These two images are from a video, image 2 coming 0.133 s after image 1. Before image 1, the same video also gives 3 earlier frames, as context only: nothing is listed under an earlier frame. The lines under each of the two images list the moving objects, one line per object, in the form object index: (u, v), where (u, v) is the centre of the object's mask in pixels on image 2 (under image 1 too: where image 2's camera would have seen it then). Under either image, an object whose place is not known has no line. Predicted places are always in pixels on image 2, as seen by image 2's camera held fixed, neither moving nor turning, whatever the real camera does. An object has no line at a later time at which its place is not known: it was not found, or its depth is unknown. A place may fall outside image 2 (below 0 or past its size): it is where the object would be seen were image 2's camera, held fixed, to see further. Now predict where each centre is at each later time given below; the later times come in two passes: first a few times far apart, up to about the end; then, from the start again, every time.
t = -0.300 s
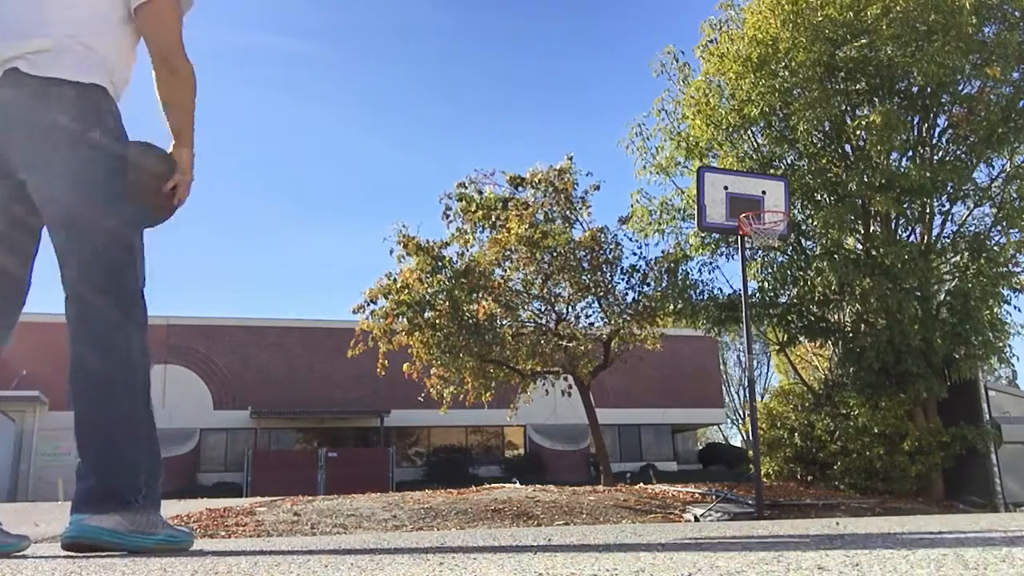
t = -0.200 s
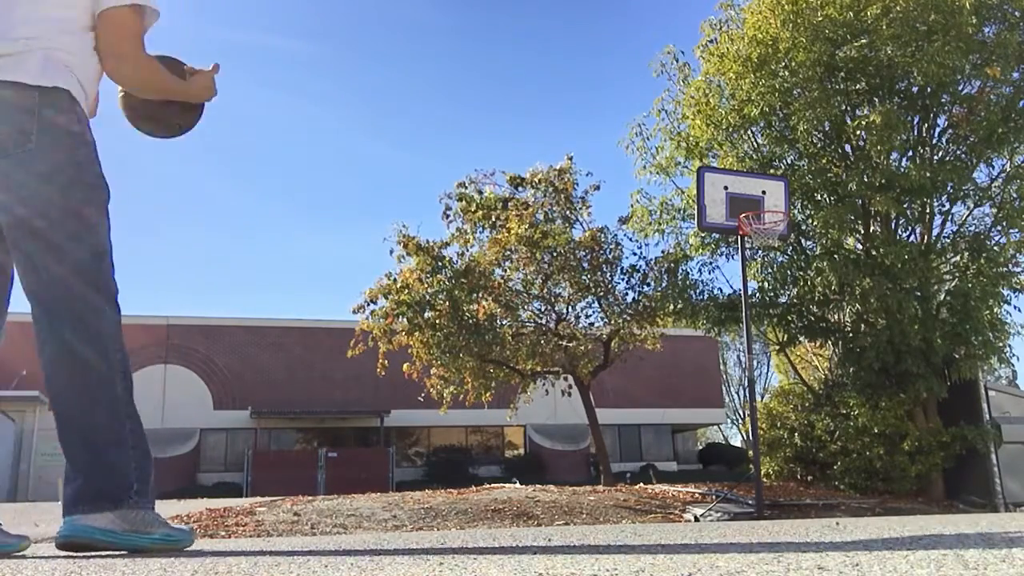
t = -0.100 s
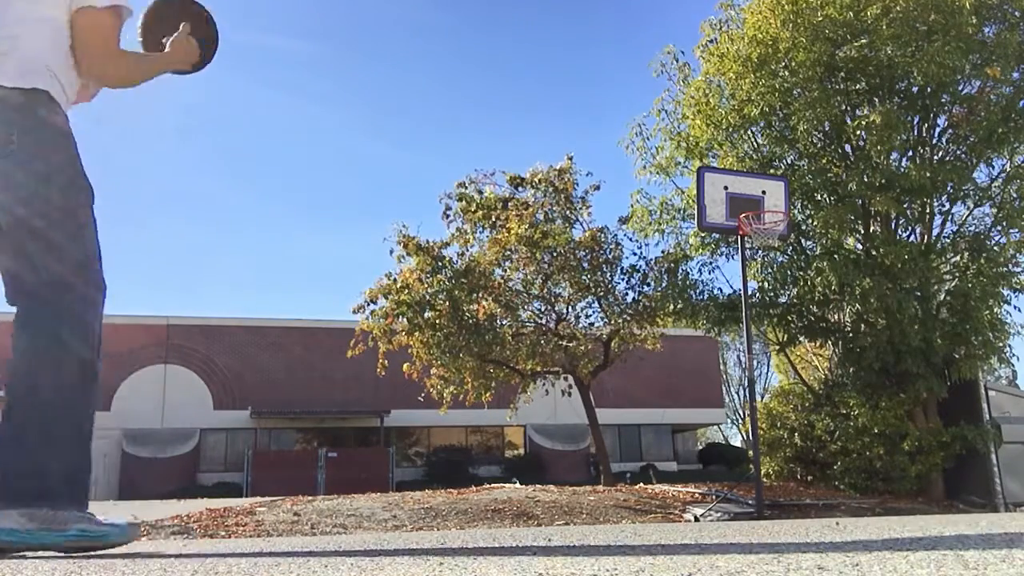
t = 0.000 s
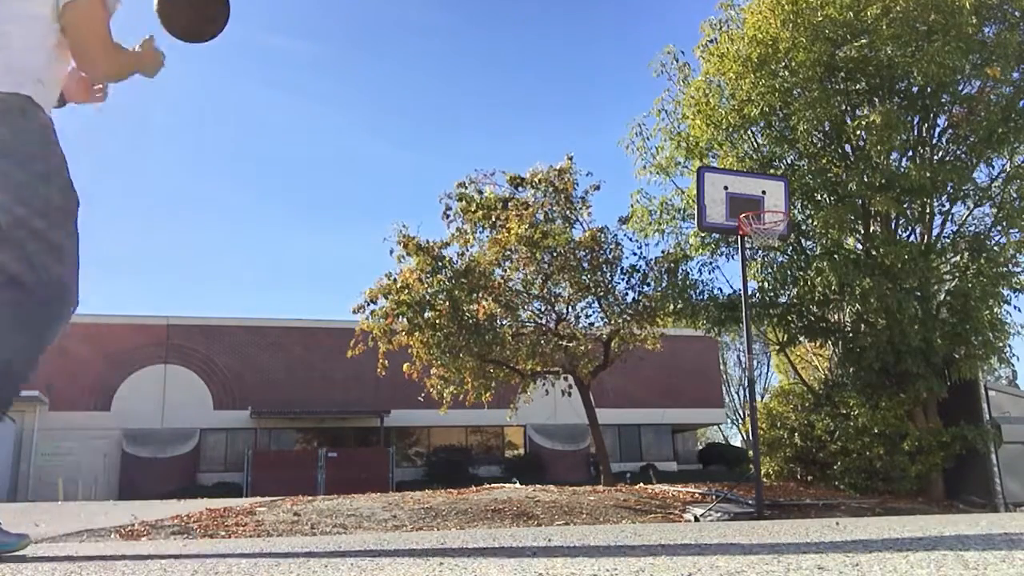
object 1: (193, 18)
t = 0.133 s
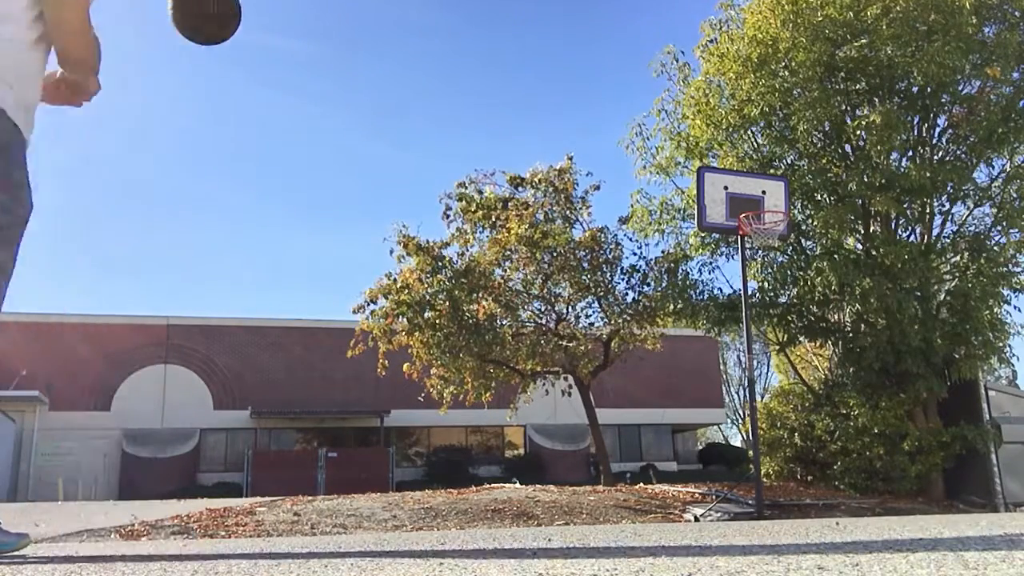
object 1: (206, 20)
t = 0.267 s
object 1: (214, 54)
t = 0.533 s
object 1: (226, 263)
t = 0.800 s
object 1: (221, 425)
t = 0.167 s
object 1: (209, 23)
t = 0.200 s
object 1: (211, 28)
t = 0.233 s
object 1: (212, 38)
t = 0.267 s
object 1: (214, 54)
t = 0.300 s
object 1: (216, 72)
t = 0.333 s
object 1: (218, 91)
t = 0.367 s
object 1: (220, 112)
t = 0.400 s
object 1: (221, 137)
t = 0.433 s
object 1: (222, 165)
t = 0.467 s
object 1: (224, 195)
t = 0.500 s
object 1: (225, 228)
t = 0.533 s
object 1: (226, 263)
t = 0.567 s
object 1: (227, 299)
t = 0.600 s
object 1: (226, 339)
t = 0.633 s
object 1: (225, 383)
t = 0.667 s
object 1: (226, 430)
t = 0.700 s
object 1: (226, 479)
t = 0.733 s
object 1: (226, 503)
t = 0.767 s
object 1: (221, 461)
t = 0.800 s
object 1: (221, 425)
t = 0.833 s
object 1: (212, 388)
